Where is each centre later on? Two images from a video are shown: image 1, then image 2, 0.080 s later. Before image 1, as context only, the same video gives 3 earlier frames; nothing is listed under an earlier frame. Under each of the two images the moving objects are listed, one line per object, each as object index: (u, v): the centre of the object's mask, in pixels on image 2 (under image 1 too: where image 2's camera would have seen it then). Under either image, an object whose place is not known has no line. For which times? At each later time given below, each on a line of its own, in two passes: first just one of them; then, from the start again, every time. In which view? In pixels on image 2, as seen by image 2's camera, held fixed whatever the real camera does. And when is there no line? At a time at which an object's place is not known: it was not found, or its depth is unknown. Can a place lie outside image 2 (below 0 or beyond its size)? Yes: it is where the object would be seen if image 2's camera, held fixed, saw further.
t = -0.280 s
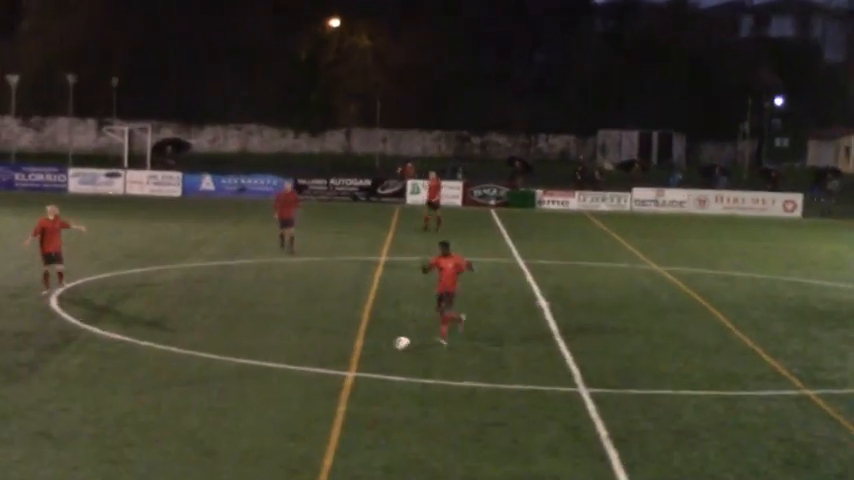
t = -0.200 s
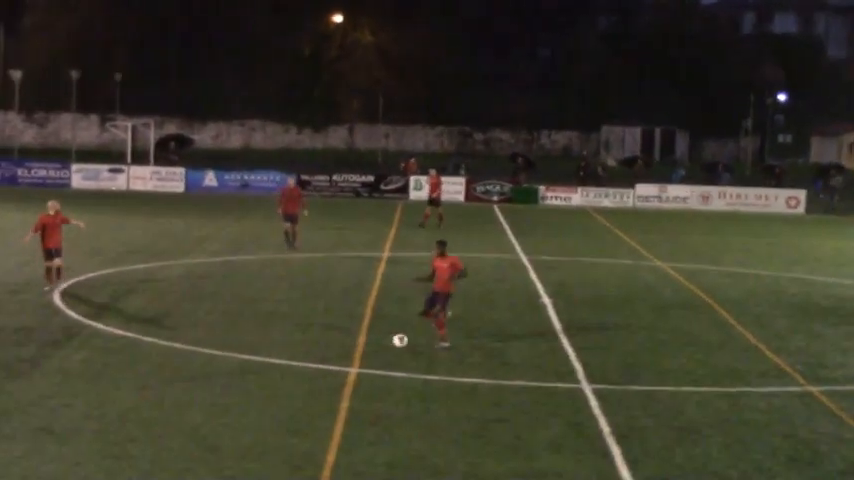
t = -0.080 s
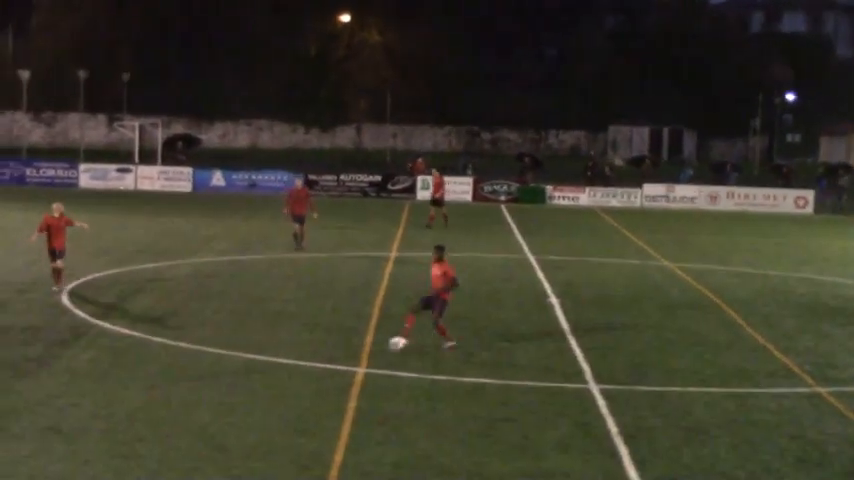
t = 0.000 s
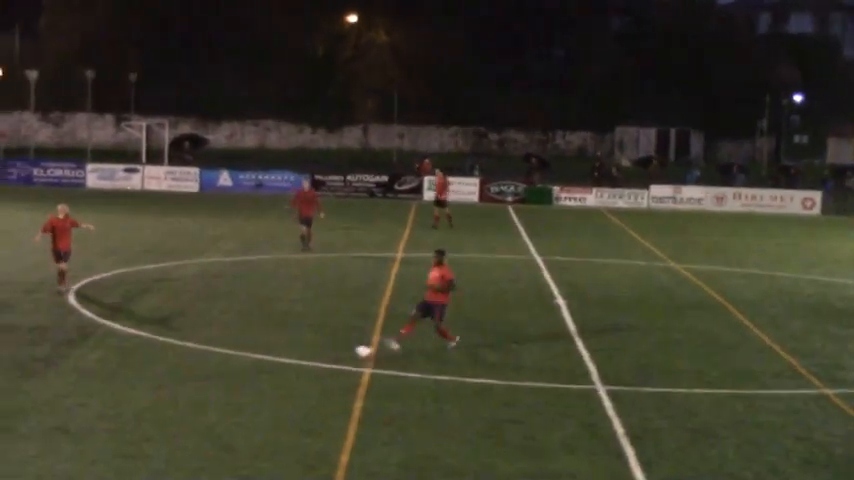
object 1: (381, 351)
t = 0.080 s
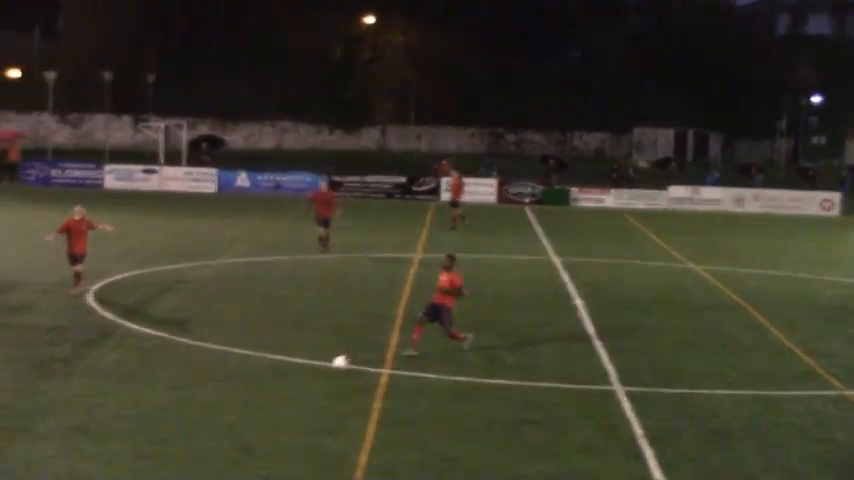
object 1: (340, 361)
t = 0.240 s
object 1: (256, 384)
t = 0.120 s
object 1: (319, 369)
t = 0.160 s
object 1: (299, 372)
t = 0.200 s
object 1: (278, 377)
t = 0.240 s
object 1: (256, 384)
